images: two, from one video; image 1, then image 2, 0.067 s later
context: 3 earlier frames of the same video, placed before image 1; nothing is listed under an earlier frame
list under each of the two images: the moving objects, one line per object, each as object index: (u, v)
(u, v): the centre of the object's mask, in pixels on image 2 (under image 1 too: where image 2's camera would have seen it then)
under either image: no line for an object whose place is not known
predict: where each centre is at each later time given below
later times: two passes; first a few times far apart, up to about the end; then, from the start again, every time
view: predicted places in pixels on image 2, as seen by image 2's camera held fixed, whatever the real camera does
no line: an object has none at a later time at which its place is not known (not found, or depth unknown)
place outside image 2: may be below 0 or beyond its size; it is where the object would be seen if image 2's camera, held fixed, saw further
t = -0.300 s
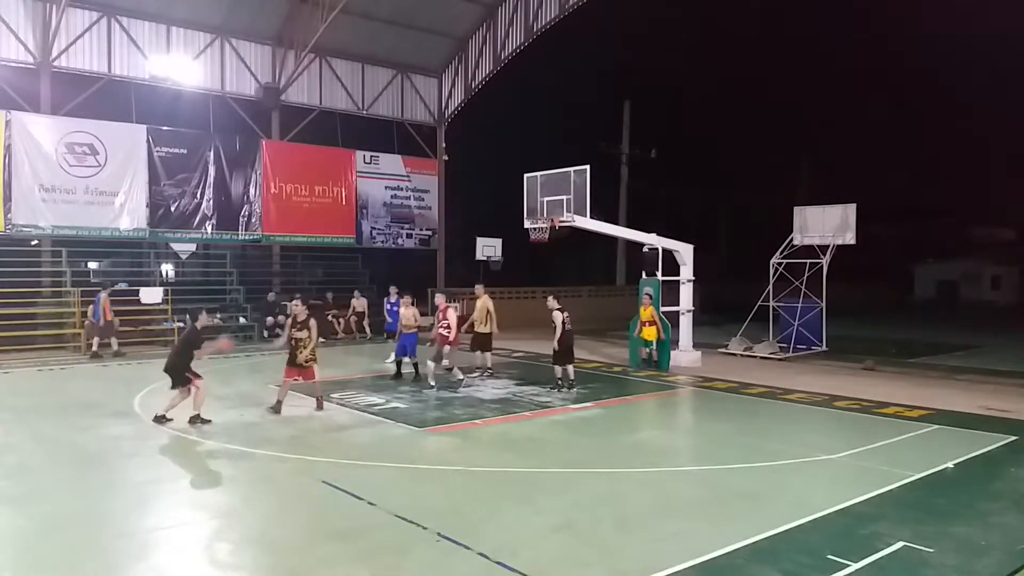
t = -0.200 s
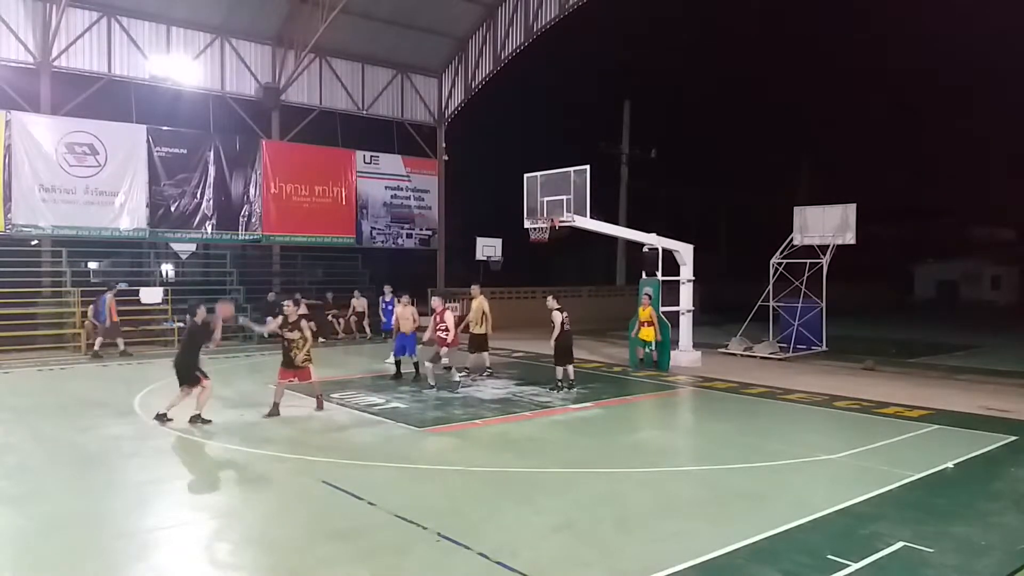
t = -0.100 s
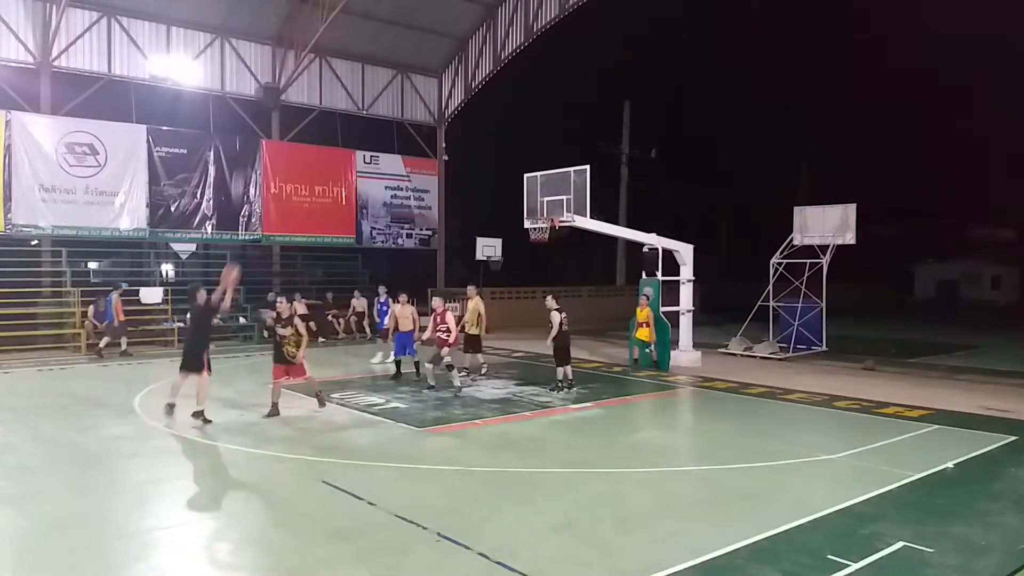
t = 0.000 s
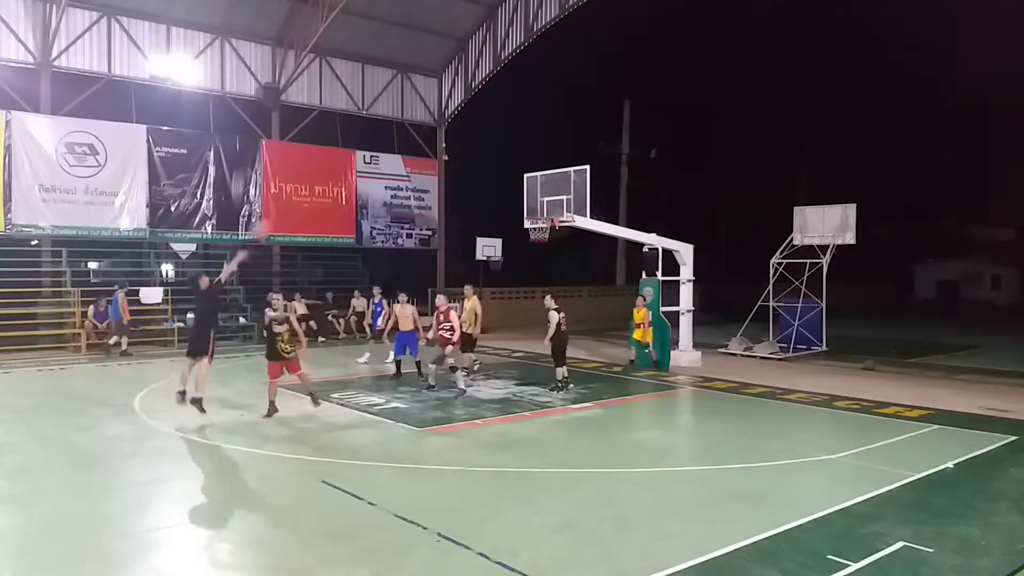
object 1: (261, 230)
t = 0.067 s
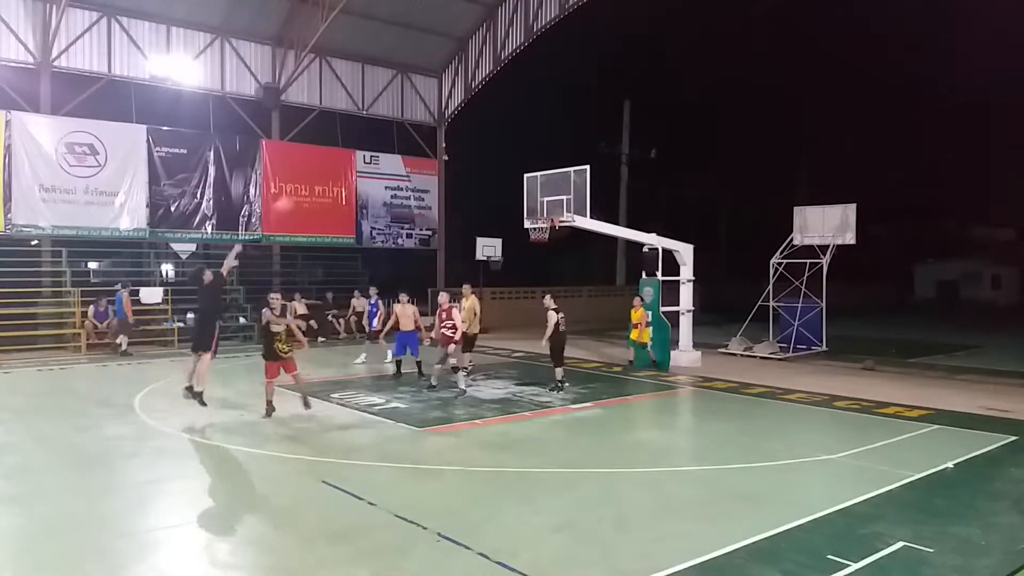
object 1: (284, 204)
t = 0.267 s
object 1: (348, 153)
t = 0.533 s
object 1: (419, 129)
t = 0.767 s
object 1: (473, 143)
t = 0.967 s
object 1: (514, 177)
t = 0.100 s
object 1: (295, 195)
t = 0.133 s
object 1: (305, 185)
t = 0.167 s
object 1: (317, 175)
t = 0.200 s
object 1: (327, 167)
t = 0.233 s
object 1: (337, 160)
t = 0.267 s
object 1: (348, 153)
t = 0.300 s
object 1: (357, 146)
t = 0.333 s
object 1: (366, 142)
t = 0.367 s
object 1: (375, 139)
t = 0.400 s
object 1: (384, 136)
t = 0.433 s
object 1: (393, 133)
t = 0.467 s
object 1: (402, 131)
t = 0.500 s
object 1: (410, 130)
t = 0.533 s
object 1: (419, 129)
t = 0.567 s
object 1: (427, 129)
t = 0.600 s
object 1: (435, 129)
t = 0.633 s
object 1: (443, 131)
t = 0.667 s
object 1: (451, 134)
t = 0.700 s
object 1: (458, 136)
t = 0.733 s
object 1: (466, 139)
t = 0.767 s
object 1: (473, 143)
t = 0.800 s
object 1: (480, 148)
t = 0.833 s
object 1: (487, 152)
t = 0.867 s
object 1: (494, 158)
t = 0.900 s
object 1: (500, 164)
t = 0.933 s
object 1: (507, 170)
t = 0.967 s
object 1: (514, 177)
